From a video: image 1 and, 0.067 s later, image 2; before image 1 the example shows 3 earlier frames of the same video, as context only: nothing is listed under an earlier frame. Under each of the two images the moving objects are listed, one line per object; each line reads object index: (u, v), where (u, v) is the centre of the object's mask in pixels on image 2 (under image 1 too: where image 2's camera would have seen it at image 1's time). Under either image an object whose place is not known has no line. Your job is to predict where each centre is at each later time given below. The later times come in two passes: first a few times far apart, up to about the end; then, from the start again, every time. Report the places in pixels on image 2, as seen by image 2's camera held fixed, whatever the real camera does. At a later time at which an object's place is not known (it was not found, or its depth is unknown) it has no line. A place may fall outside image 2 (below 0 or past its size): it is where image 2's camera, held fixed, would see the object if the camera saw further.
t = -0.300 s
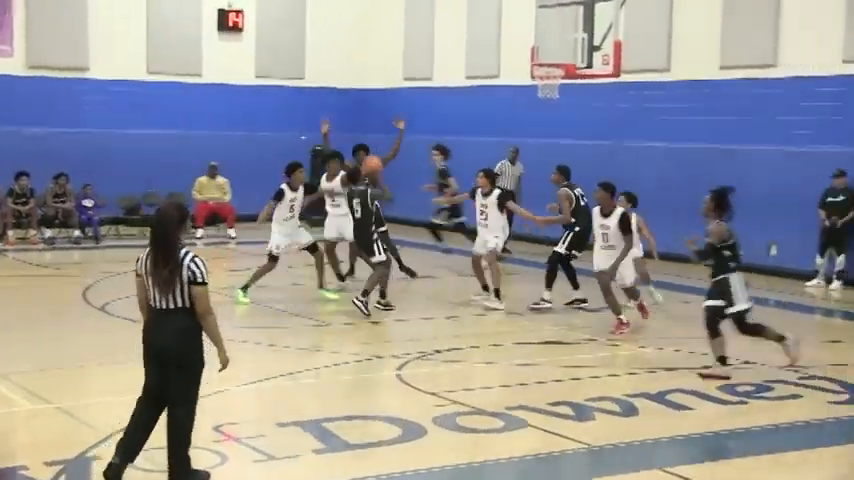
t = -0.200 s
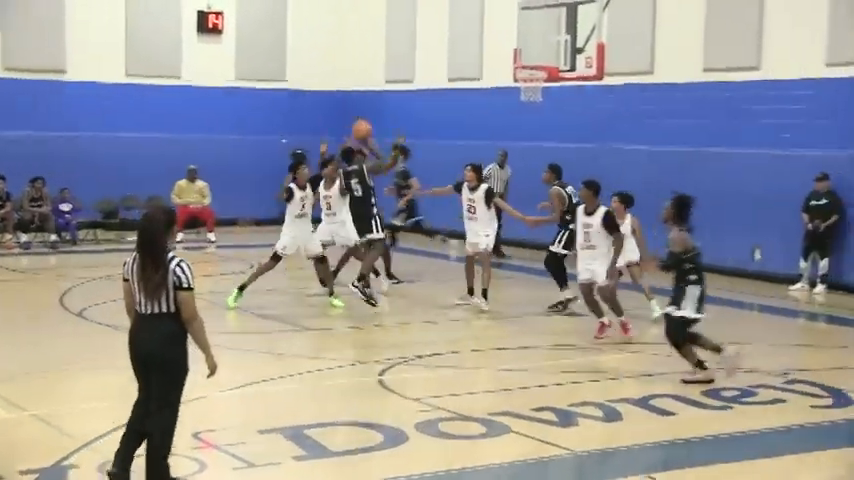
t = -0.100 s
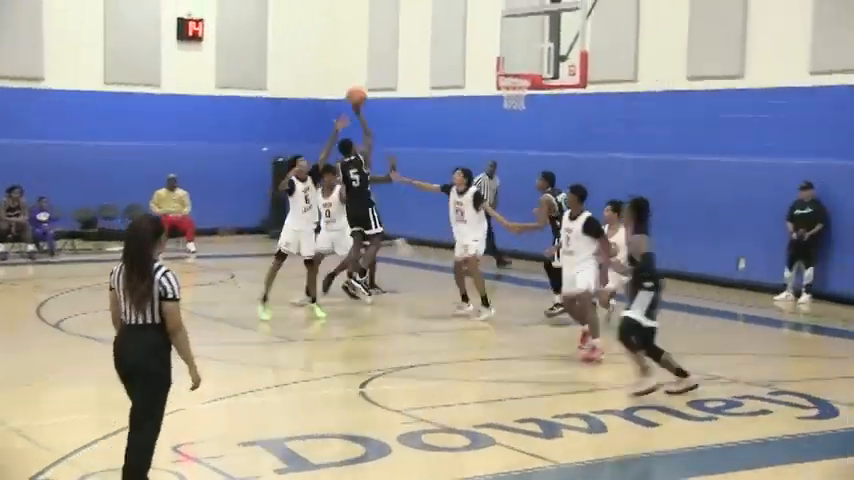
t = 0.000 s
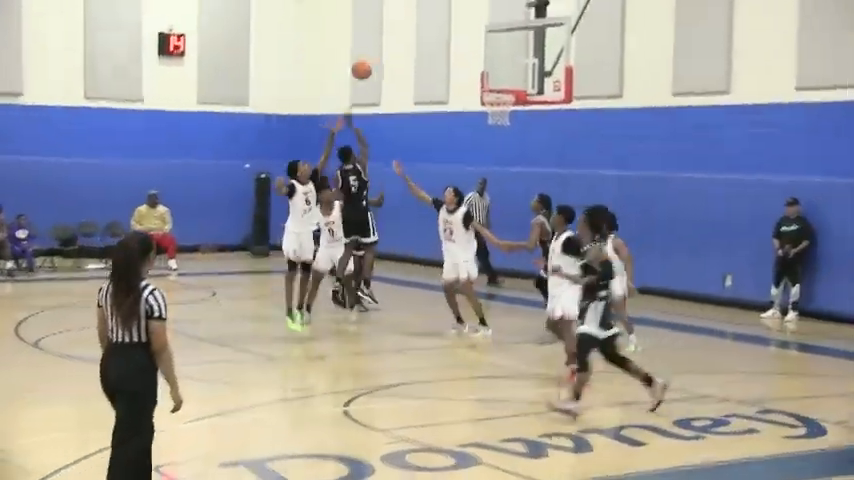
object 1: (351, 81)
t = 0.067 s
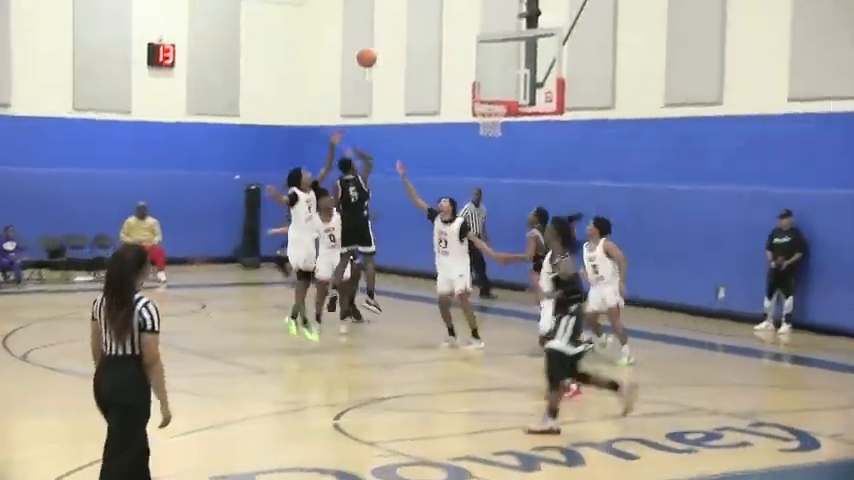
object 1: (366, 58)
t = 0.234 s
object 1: (401, 19)
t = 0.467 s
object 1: (446, 5)
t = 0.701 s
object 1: (486, 34)
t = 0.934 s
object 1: (478, 86)
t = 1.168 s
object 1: (424, 79)
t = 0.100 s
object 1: (373, 48)
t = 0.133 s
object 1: (380, 39)
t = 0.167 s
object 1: (387, 32)
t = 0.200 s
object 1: (393, 25)
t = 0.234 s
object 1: (401, 19)
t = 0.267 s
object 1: (408, 15)
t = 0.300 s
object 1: (414, 11)
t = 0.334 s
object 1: (420, 8)
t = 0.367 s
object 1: (427, 6)
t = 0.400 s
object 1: (433, 5)
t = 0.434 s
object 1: (439, 5)
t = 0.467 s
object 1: (446, 5)
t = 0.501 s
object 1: (452, 7)
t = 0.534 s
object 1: (458, 9)
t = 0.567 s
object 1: (463, 12)
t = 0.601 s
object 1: (469, 16)
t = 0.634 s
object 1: (474, 21)
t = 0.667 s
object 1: (480, 27)
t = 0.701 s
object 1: (486, 34)
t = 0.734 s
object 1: (491, 40)
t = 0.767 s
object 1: (496, 48)
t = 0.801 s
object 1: (501, 57)
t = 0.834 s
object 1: (498, 63)
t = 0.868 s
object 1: (492, 71)
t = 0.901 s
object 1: (485, 78)
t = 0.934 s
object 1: (478, 86)
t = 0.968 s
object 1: (472, 92)
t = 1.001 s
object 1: (464, 88)
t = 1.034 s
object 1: (455, 84)
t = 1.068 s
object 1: (449, 81)
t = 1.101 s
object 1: (441, 80)
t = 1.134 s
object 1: (433, 78)
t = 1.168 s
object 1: (424, 79)
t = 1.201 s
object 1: (416, 80)
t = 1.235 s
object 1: (407, 82)
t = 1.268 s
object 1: (398, 84)
